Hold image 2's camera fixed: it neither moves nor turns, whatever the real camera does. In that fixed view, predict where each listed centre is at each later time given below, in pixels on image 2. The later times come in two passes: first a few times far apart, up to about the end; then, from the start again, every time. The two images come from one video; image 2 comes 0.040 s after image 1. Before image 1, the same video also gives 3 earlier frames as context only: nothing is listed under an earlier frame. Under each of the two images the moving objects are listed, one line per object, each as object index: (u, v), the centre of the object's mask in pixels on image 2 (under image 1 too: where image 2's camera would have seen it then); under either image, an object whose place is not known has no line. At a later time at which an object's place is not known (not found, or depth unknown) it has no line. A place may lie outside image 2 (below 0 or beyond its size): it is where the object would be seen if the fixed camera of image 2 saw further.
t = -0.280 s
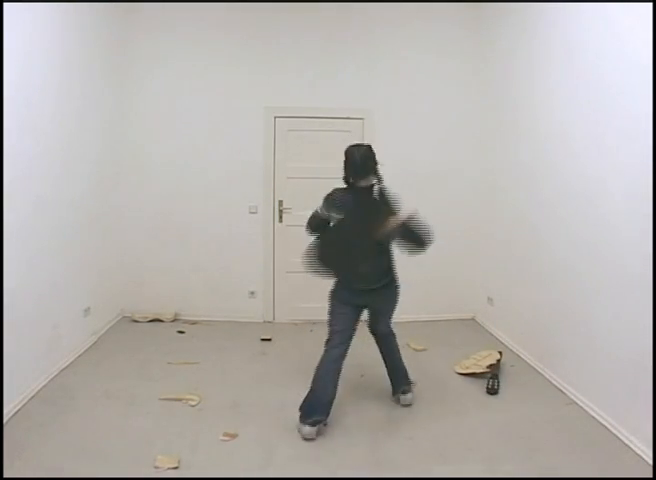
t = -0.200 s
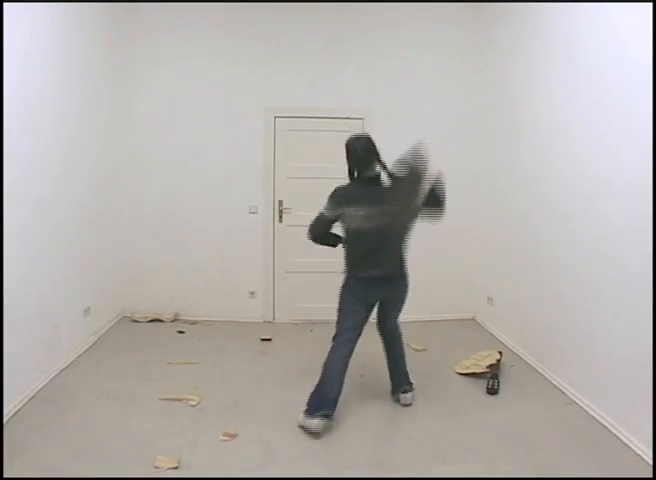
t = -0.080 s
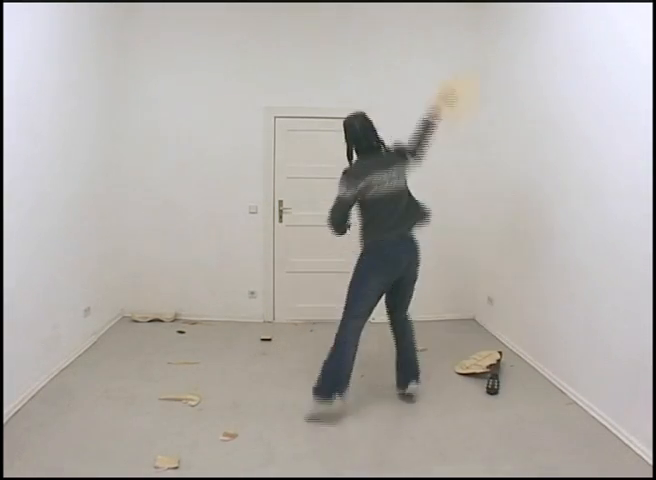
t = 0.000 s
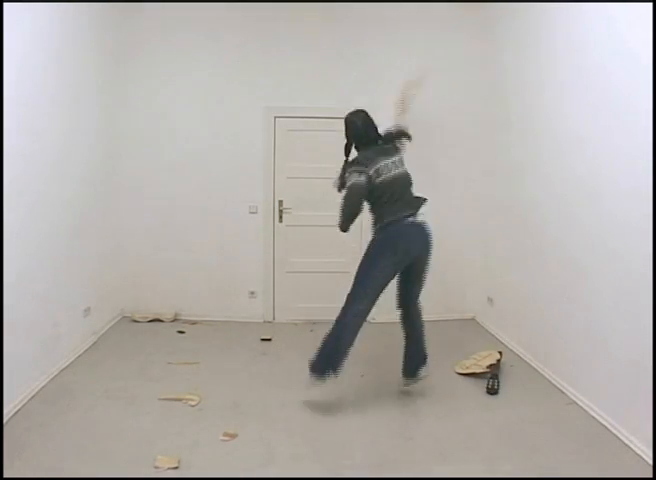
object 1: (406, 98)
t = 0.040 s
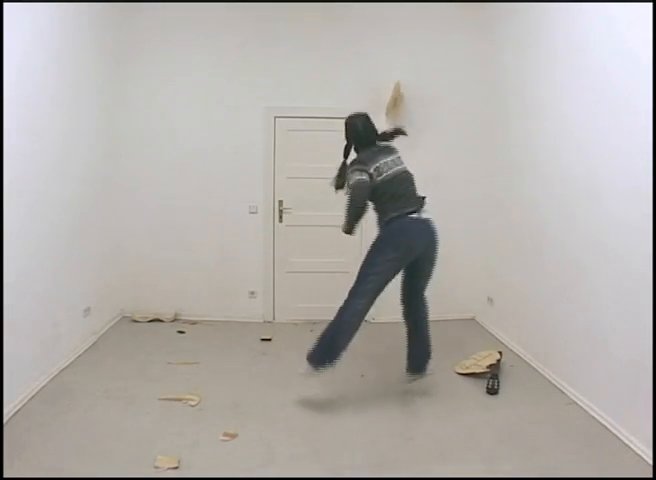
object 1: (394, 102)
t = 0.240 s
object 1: (405, 92)
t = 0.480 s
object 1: (418, 143)
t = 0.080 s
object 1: (396, 97)
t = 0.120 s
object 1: (398, 94)
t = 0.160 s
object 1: (400, 91)
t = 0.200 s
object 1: (402, 91)
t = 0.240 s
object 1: (405, 92)
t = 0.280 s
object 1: (407, 95)
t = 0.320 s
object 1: (409, 100)
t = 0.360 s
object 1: (411, 107)
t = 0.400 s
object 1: (414, 117)
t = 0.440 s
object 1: (416, 128)
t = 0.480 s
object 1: (418, 143)
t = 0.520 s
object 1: (420, 158)
